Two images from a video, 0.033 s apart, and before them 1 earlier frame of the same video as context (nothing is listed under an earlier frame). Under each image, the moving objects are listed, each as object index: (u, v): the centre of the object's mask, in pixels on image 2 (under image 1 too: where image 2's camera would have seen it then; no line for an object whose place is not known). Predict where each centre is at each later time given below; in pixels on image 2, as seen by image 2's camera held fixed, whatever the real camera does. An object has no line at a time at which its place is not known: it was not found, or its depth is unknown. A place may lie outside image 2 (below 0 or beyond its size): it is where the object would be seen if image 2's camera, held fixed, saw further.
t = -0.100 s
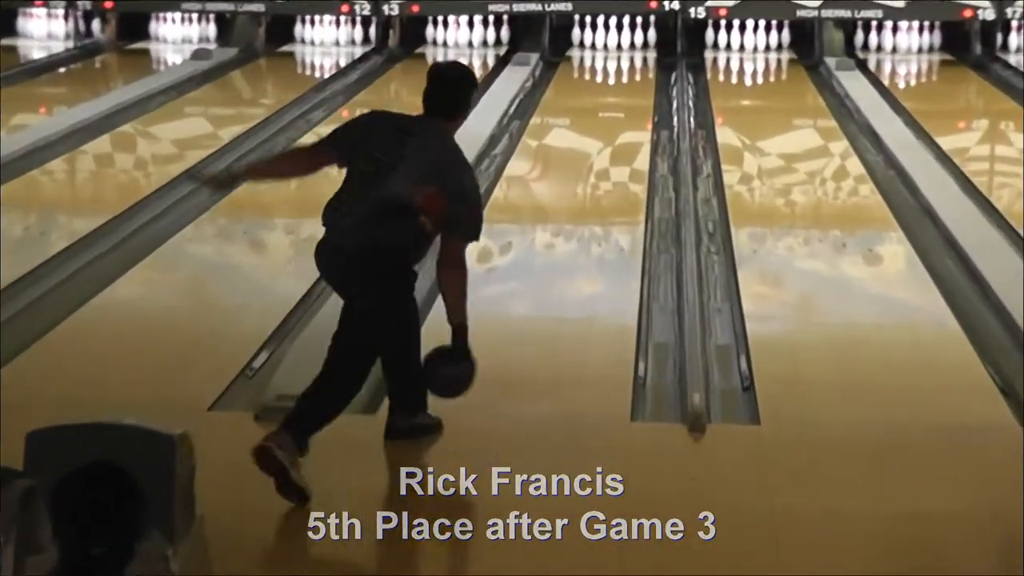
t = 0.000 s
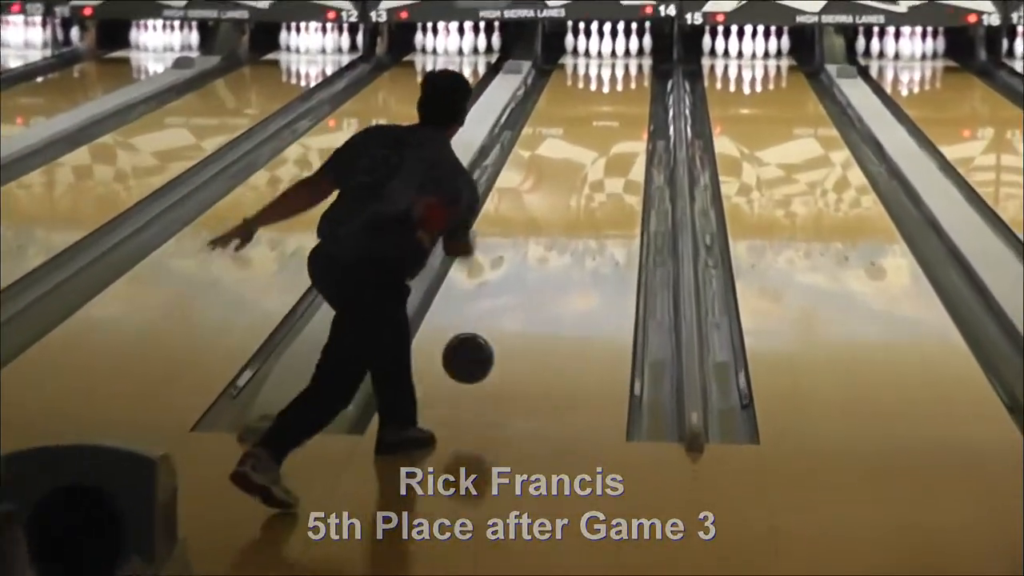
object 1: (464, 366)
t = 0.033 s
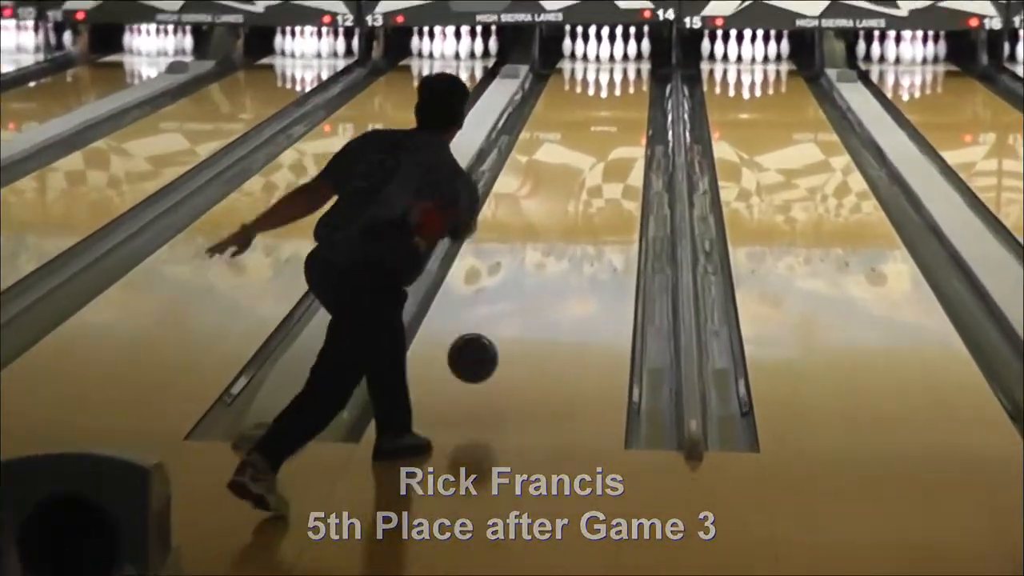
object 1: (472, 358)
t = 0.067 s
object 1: (481, 353)
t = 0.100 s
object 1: (488, 351)
